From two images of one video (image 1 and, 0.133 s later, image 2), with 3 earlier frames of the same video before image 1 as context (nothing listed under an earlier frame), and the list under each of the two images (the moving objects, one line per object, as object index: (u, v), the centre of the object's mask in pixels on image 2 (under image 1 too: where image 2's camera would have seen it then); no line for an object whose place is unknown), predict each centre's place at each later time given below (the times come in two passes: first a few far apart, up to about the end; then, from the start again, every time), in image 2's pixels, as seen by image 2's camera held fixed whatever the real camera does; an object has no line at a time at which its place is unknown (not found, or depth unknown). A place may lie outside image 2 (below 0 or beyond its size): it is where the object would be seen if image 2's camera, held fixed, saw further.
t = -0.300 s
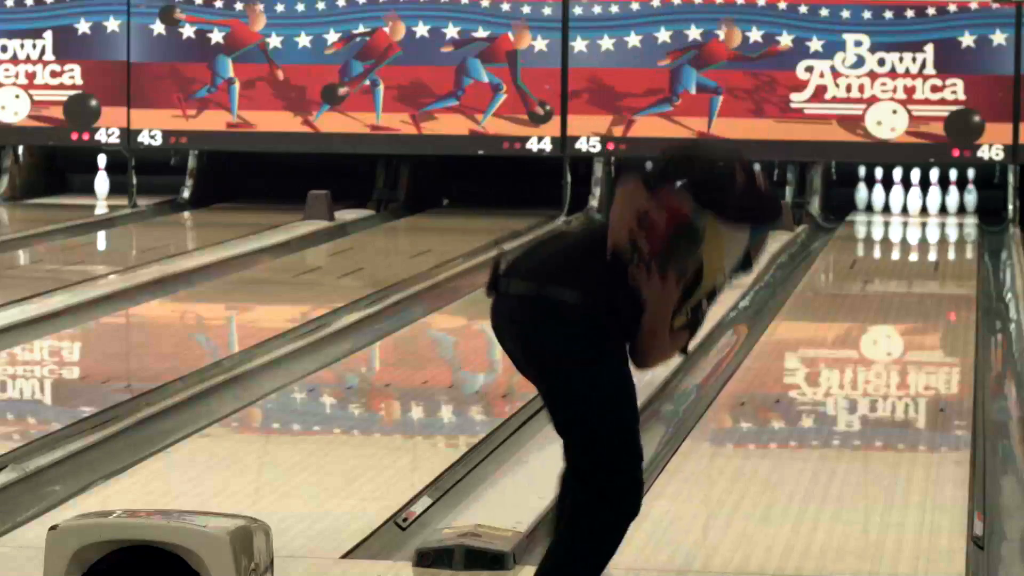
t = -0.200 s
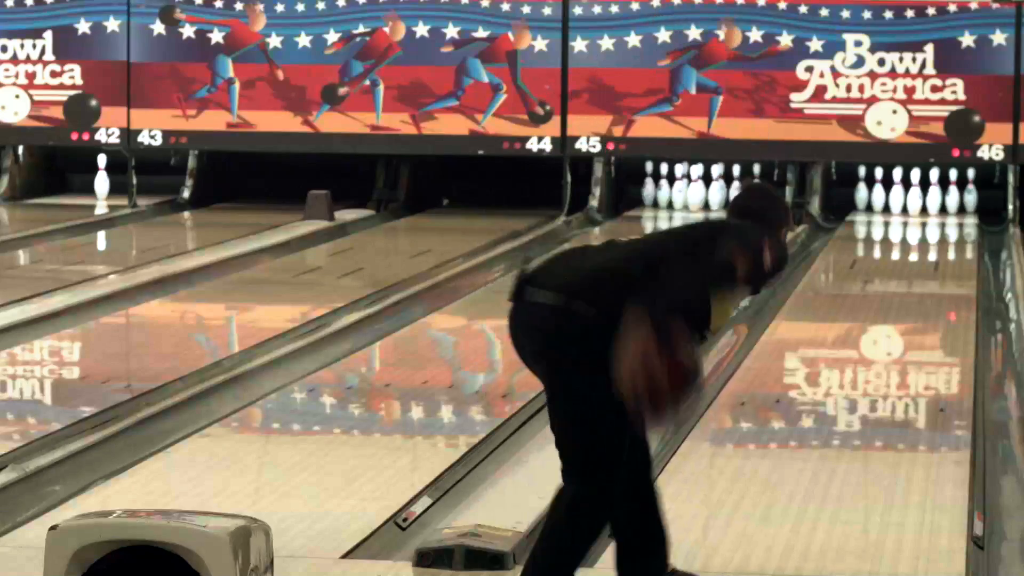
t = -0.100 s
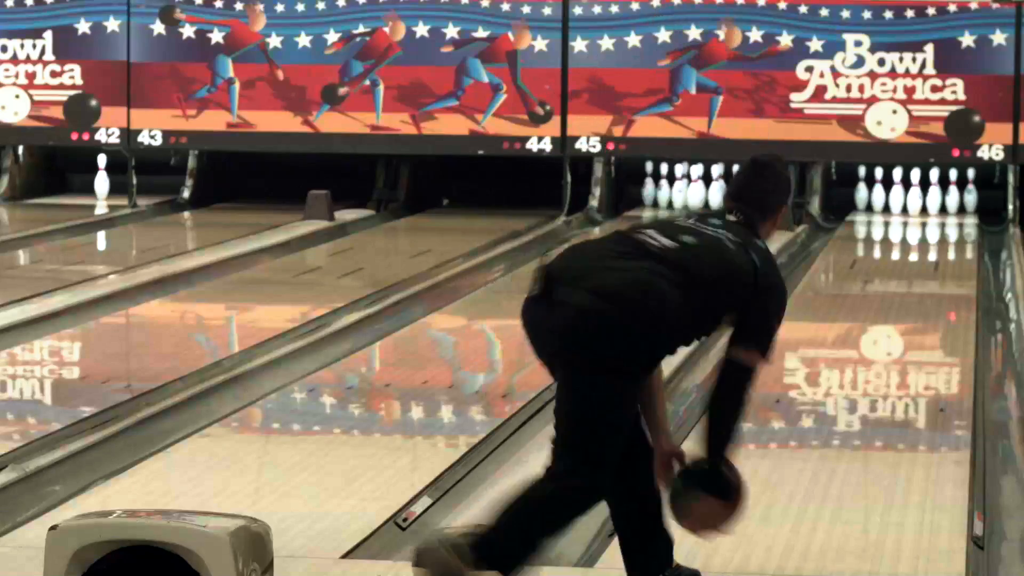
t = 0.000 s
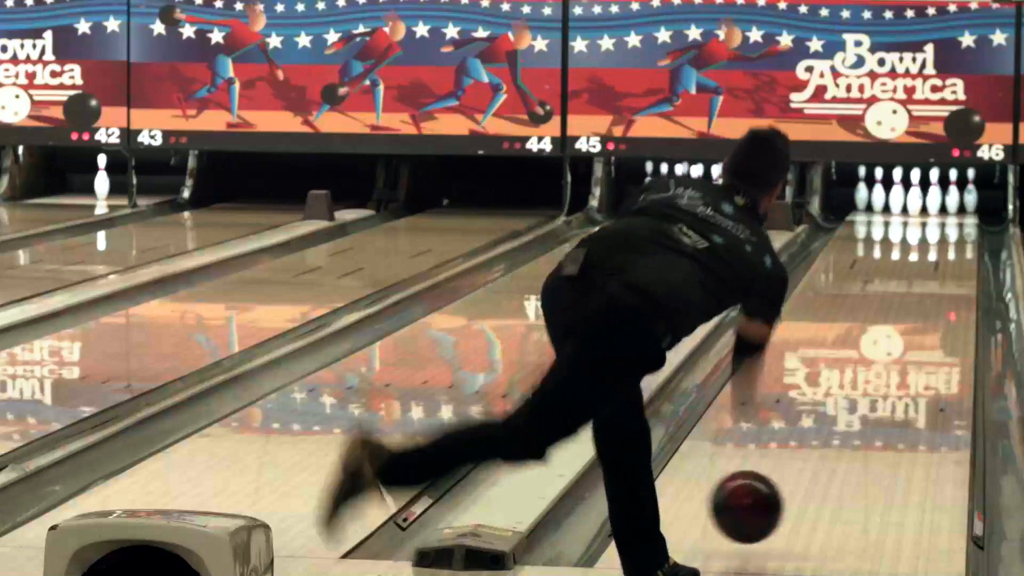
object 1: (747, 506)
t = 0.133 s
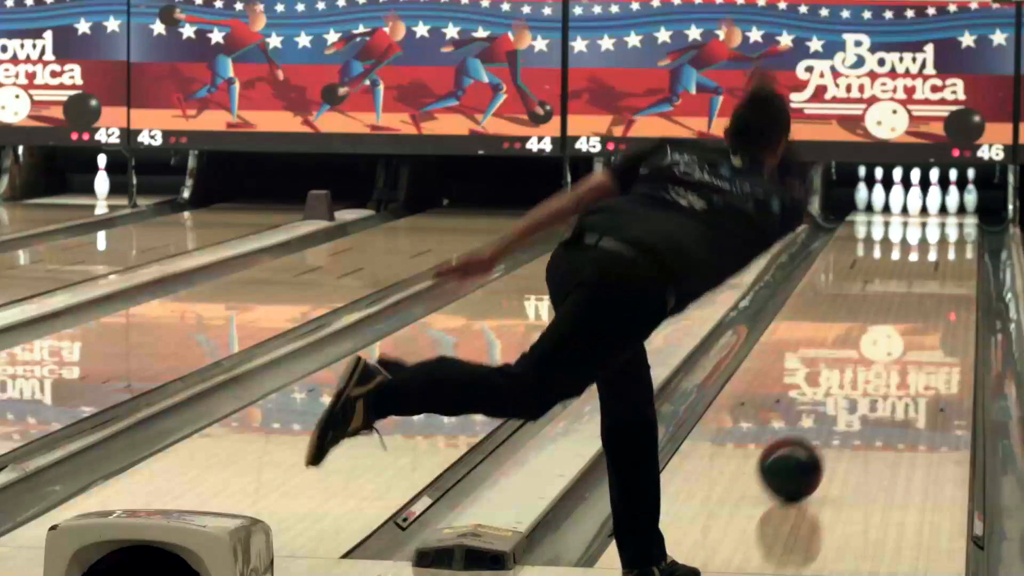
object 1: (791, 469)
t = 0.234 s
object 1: (818, 437)
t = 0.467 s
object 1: (867, 378)
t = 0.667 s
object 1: (898, 341)
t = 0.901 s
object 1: (925, 306)
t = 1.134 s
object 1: (944, 278)
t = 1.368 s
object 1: (955, 255)
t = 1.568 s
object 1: (959, 239)
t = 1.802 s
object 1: (952, 223)
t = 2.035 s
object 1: (933, 210)
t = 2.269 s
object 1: (924, 202)
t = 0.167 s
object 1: (800, 458)
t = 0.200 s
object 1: (809, 447)
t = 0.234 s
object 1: (818, 437)
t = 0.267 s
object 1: (825, 428)
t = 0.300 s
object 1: (834, 418)
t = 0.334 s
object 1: (841, 410)
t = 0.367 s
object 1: (848, 401)
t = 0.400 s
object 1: (855, 393)
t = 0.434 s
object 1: (861, 386)
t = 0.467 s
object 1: (867, 378)
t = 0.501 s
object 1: (873, 372)
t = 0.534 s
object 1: (879, 365)
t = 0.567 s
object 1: (884, 358)
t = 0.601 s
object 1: (889, 352)
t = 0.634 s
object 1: (894, 347)
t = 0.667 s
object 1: (898, 341)
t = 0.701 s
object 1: (903, 336)
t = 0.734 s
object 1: (907, 330)
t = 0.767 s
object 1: (911, 325)
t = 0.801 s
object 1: (914, 320)
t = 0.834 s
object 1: (918, 315)
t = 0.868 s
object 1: (921, 311)
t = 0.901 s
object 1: (925, 306)
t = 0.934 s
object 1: (928, 302)
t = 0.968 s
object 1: (931, 298)
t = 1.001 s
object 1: (934, 294)
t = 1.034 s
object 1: (936, 290)
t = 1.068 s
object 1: (939, 286)
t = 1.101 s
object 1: (941, 282)
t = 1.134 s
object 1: (944, 278)
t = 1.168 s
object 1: (946, 275)
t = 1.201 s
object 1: (948, 272)
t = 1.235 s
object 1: (950, 268)
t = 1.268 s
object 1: (951, 264)
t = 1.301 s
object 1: (953, 262)
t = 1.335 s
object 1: (954, 259)
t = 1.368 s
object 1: (955, 255)
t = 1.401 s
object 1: (956, 252)
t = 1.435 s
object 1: (957, 249)
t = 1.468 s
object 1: (958, 246)
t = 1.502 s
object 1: (959, 244)
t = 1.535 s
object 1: (959, 241)
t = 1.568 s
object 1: (959, 239)
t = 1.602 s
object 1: (958, 237)
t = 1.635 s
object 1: (958, 234)
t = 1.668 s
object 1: (957, 232)
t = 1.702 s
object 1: (956, 229)
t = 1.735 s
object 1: (955, 227)
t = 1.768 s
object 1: (953, 225)
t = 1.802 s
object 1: (952, 223)
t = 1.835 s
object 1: (950, 221)
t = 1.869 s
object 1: (947, 219)
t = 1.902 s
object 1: (944, 217)
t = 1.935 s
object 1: (941, 215)
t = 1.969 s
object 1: (938, 214)
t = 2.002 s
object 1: (935, 212)
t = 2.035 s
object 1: (933, 210)
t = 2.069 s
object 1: (929, 208)
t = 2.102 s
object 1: (926, 206)
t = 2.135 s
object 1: (925, 205)
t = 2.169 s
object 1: (925, 204)
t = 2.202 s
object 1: (924, 203)
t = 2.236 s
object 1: (923, 202)
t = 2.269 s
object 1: (924, 202)
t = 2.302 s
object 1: (924, 201)
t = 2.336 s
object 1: (924, 200)
